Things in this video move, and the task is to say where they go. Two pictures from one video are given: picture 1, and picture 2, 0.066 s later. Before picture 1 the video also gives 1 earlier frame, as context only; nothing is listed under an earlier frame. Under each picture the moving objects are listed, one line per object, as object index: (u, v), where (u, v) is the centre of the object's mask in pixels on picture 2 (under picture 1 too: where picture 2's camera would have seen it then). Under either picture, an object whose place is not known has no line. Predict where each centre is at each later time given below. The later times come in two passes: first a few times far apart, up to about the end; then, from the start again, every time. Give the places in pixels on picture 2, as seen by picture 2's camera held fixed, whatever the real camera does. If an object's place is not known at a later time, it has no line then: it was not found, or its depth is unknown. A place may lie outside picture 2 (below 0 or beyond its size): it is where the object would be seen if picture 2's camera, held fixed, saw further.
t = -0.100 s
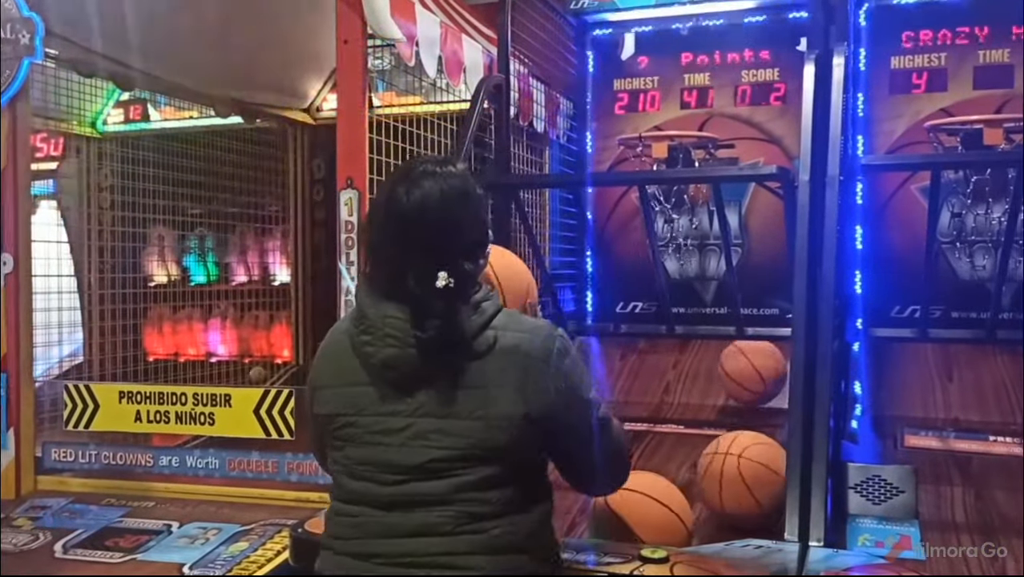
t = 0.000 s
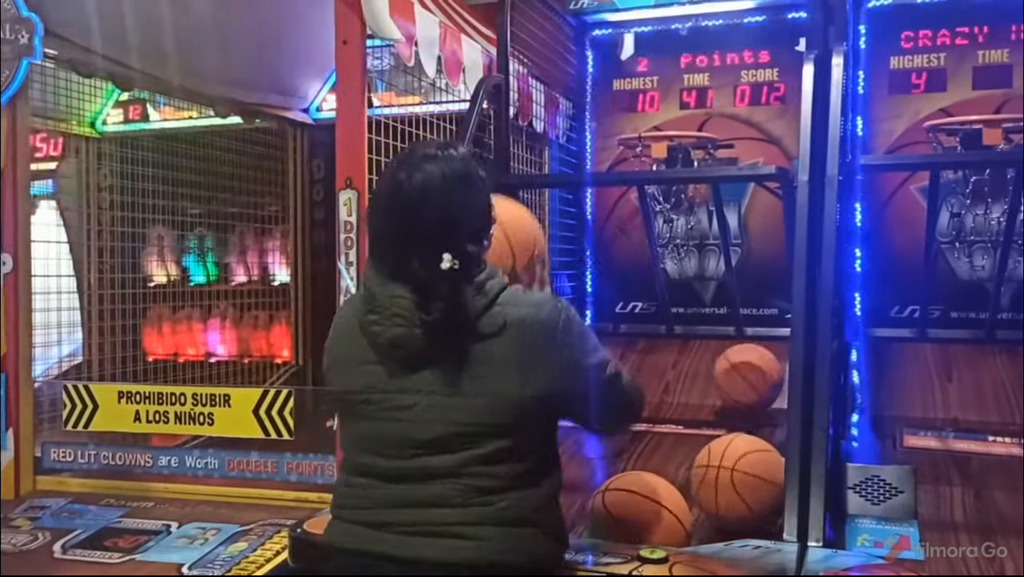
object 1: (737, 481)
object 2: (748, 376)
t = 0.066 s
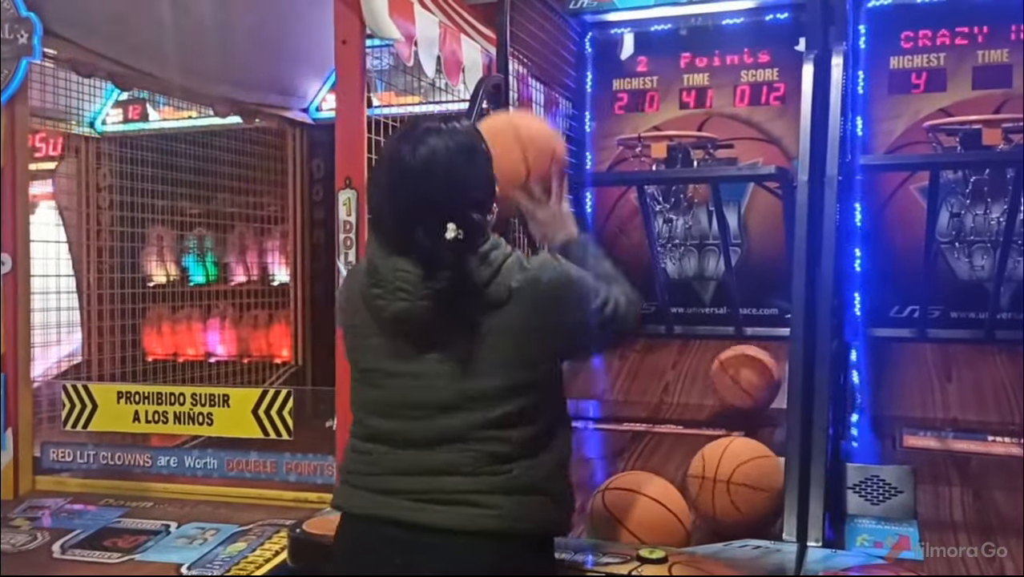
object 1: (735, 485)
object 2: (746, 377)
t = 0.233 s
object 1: (731, 493)
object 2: (738, 388)
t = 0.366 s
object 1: (734, 498)
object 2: (735, 393)
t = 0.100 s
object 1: (734, 486)
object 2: (745, 377)
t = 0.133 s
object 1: (733, 488)
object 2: (743, 381)
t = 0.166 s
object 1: (733, 489)
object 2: (741, 387)
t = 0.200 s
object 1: (732, 491)
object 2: (740, 387)
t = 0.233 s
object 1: (731, 493)
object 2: (738, 388)
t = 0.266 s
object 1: (730, 495)
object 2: (738, 390)
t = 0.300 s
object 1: (730, 497)
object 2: (737, 393)
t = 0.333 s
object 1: (731, 497)
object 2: (736, 394)
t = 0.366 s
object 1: (734, 498)
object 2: (735, 393)
